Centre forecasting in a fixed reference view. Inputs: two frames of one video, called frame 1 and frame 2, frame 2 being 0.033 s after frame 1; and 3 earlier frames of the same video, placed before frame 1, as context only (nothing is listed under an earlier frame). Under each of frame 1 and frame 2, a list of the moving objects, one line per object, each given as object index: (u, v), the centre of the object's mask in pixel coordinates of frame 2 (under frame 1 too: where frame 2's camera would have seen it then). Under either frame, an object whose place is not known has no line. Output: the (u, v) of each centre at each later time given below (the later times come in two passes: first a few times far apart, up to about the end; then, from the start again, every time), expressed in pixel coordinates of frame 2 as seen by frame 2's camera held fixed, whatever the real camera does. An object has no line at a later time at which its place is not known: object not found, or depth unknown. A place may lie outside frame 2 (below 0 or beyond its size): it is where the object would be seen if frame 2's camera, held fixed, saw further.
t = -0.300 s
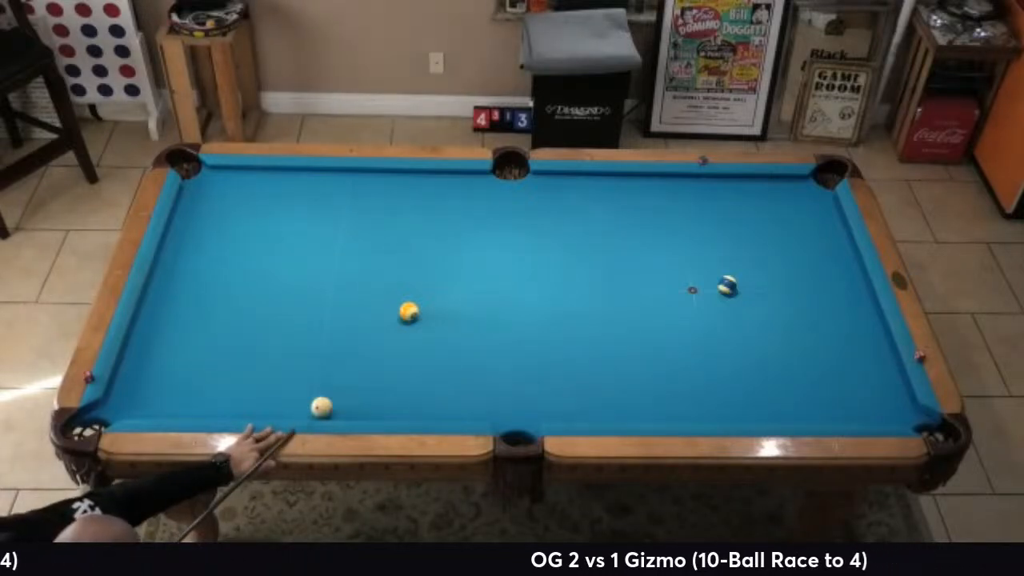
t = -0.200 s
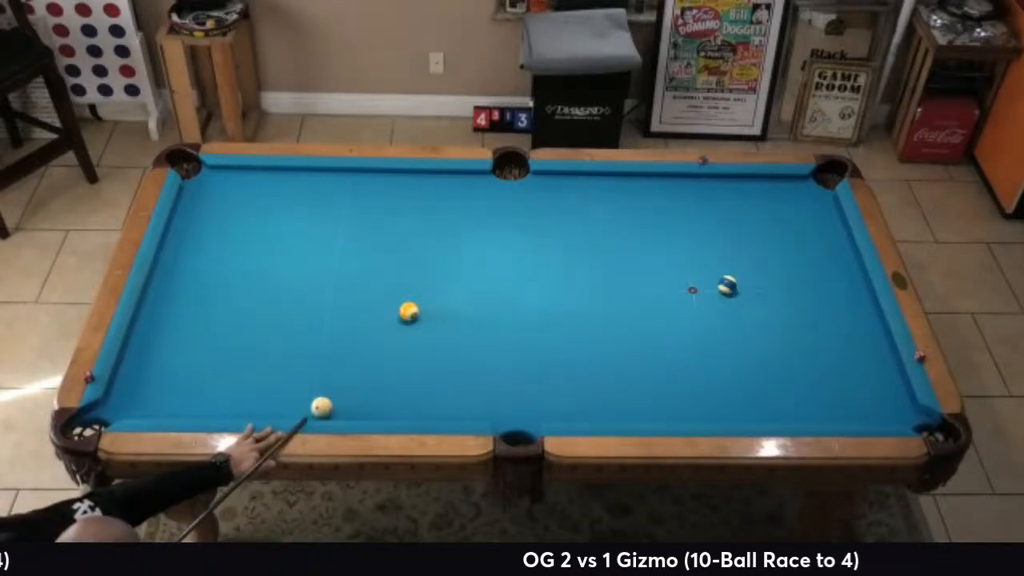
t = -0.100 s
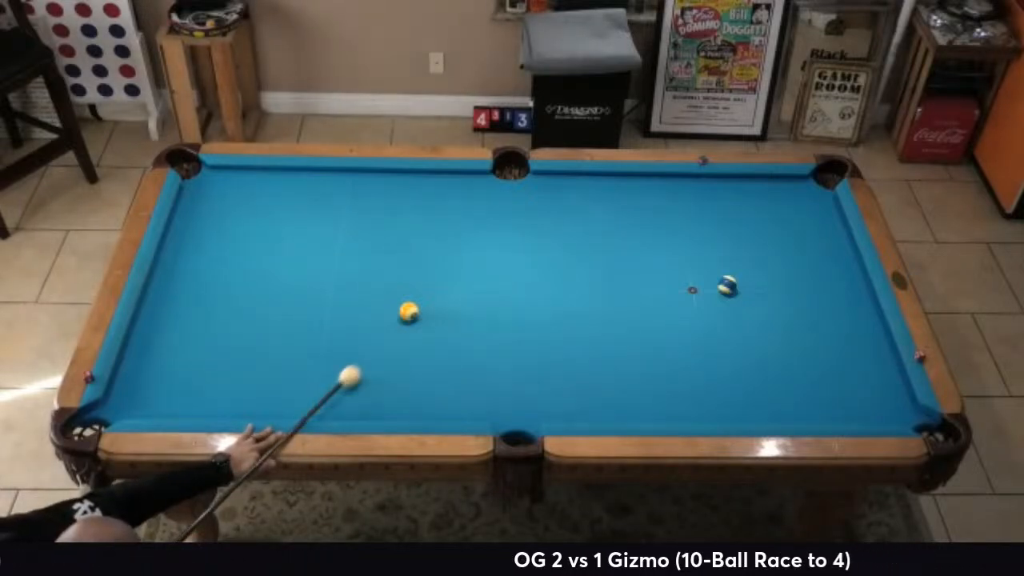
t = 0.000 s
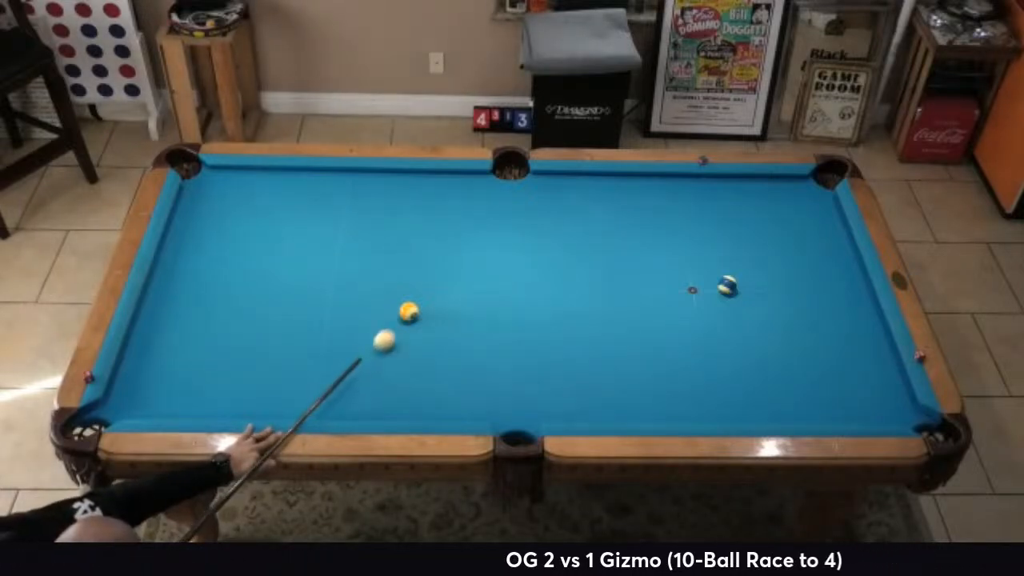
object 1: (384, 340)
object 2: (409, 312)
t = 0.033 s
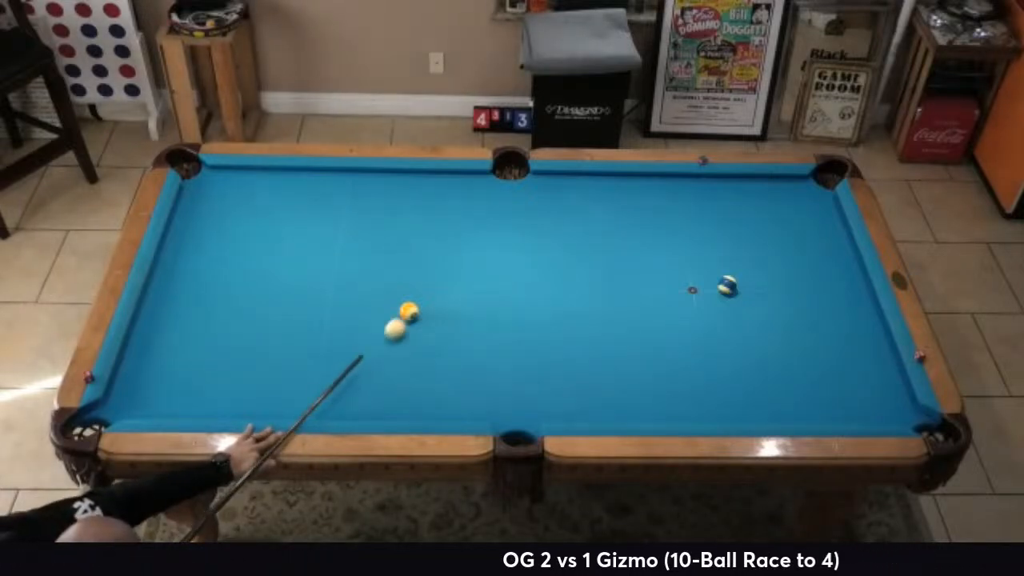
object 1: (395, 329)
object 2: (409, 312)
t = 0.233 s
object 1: (420, 317)
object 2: (444, 262)
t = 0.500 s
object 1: (451, 300)
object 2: (480, 210)
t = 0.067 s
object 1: (401, 324)
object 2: (413, 305)
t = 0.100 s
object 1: (404, 324)
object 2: (420, 295)
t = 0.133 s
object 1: (408, 323)
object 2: (427, 286)
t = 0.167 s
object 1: (411, 322)
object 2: (433, 277)
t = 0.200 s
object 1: (416, 320)
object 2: (438, 269)
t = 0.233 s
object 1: (420, 317)
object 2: (444, 262)
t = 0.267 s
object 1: (424, 315)
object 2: (449, 255)
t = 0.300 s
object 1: (428, 313)
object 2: (453, 248)
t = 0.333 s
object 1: (432, 311)
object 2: (458, 241)
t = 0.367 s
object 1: (436, 308)
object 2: (462, 236)
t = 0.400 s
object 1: (440, 306)
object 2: (467, 229)
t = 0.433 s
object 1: (444, 304)
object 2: (471, 222)
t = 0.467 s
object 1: (448, 302)
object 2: (475, 216)
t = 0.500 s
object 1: (451, 300)
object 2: (480, 210)
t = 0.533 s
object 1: (455, 298)
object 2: (484, 204)
